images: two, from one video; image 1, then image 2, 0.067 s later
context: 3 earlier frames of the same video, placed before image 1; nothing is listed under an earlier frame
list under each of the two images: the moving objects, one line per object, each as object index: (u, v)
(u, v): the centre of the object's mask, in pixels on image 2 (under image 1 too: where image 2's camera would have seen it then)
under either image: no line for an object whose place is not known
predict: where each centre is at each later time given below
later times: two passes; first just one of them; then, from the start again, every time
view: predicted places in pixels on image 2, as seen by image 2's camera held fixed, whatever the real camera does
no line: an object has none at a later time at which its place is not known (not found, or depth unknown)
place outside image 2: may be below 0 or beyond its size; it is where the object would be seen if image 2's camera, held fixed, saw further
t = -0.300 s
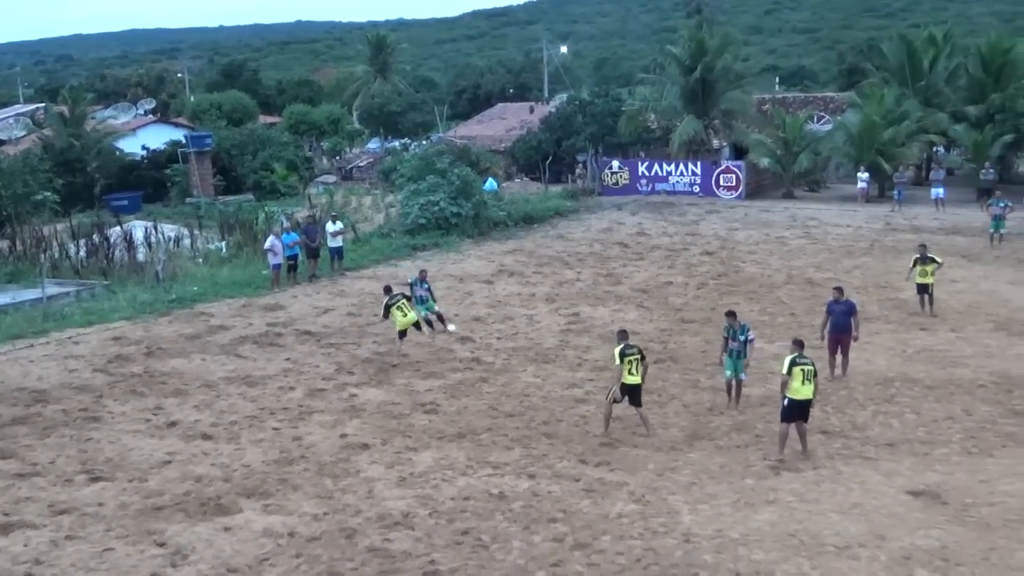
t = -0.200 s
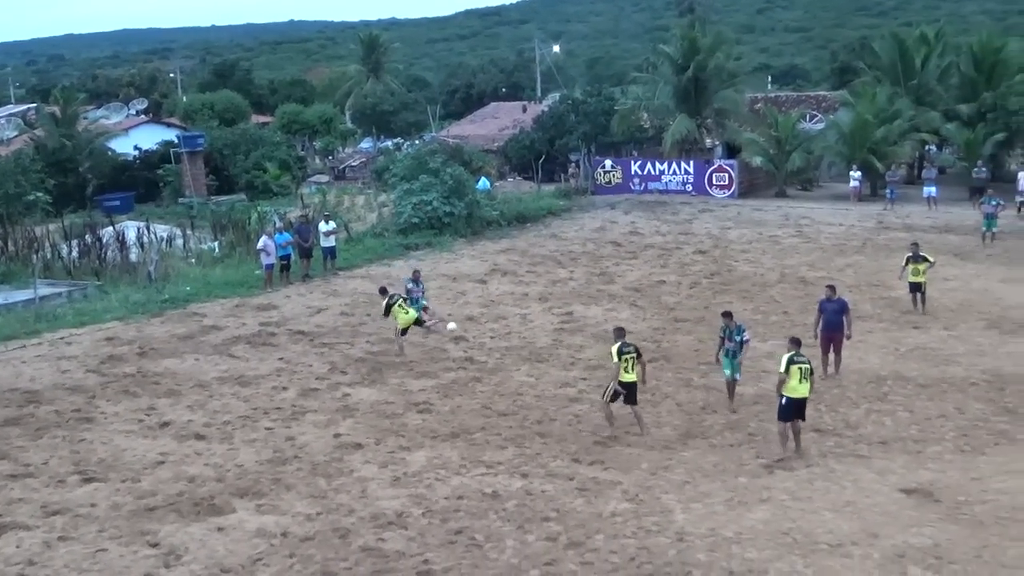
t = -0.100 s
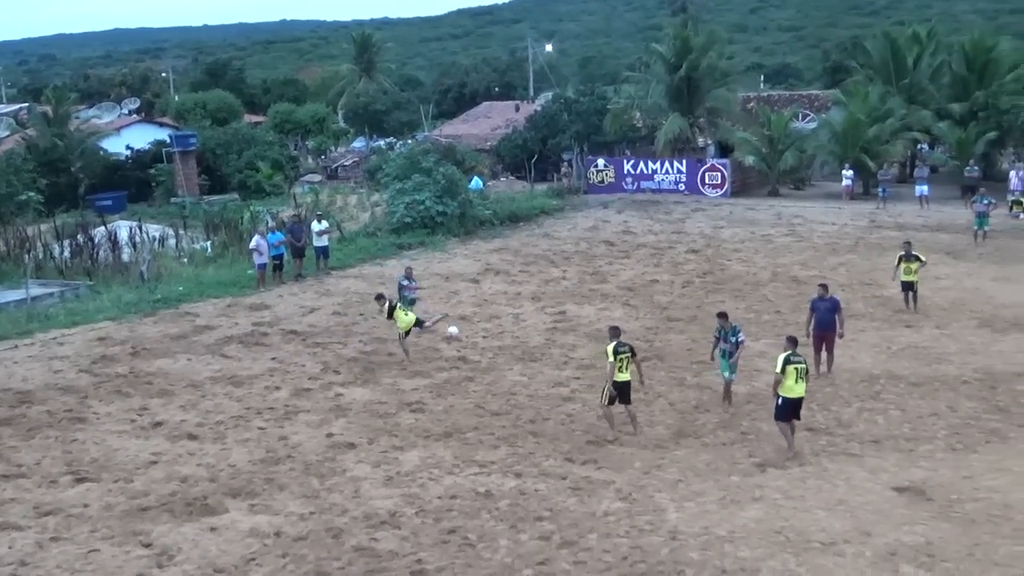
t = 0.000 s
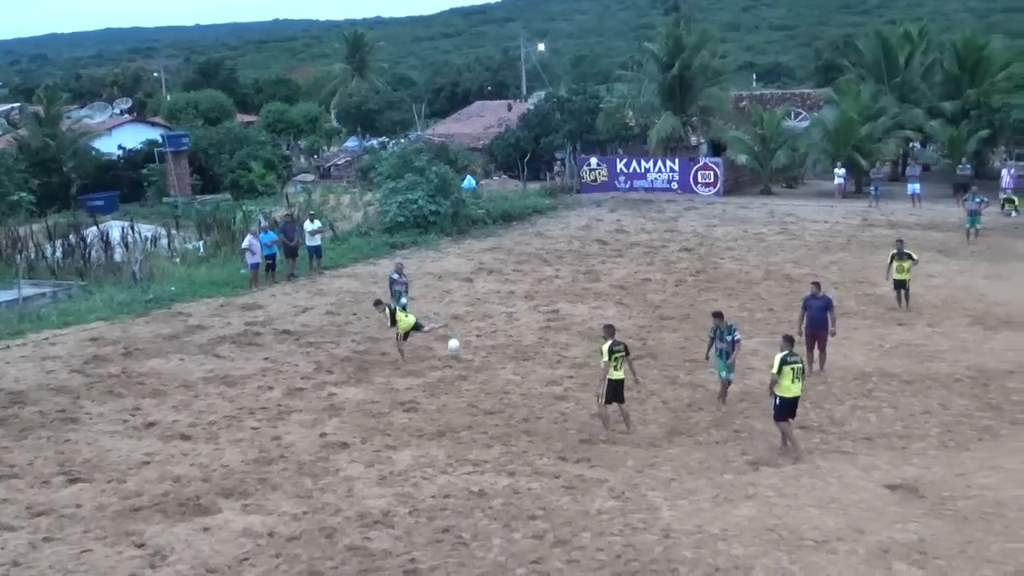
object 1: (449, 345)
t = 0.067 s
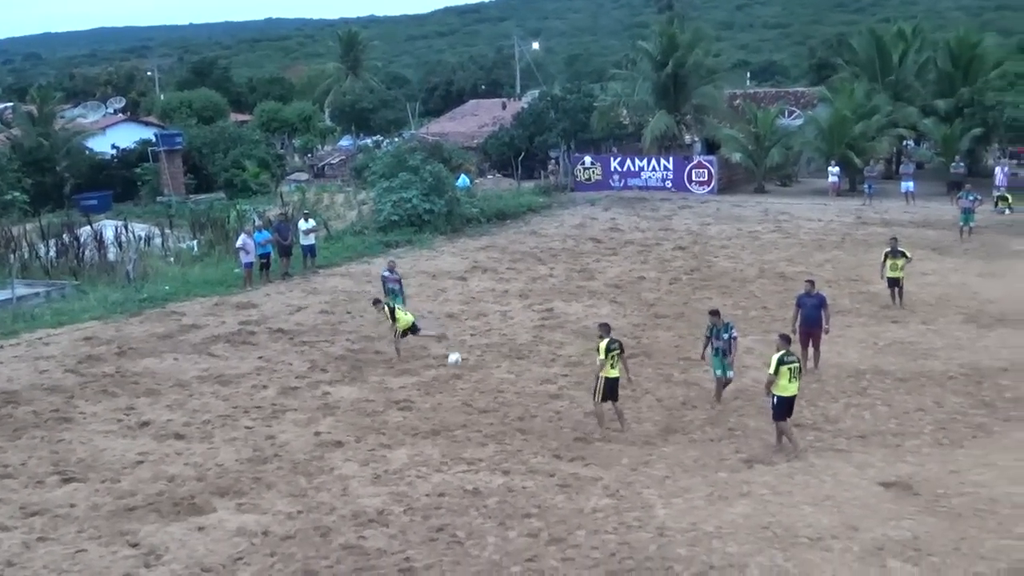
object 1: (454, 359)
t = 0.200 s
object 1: (466, 407)
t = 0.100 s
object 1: (457, 367)
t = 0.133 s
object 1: (460, 380)
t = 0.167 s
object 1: (463, 392)
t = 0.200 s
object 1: (466, 407)
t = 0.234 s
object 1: (470, 423)
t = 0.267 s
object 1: (475, 444)
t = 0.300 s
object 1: (480, 464)
